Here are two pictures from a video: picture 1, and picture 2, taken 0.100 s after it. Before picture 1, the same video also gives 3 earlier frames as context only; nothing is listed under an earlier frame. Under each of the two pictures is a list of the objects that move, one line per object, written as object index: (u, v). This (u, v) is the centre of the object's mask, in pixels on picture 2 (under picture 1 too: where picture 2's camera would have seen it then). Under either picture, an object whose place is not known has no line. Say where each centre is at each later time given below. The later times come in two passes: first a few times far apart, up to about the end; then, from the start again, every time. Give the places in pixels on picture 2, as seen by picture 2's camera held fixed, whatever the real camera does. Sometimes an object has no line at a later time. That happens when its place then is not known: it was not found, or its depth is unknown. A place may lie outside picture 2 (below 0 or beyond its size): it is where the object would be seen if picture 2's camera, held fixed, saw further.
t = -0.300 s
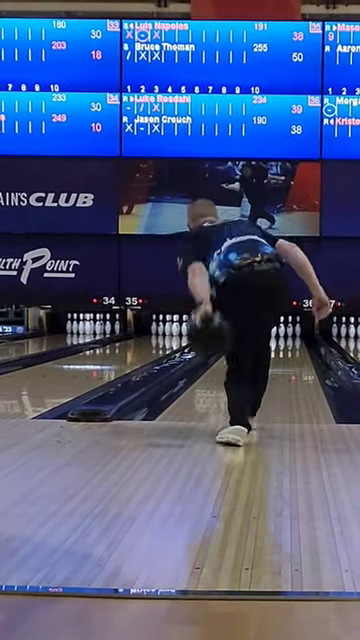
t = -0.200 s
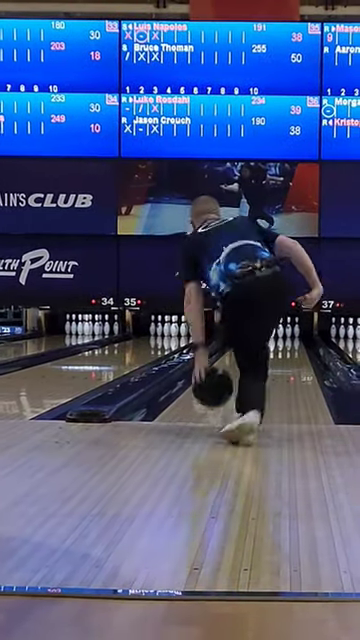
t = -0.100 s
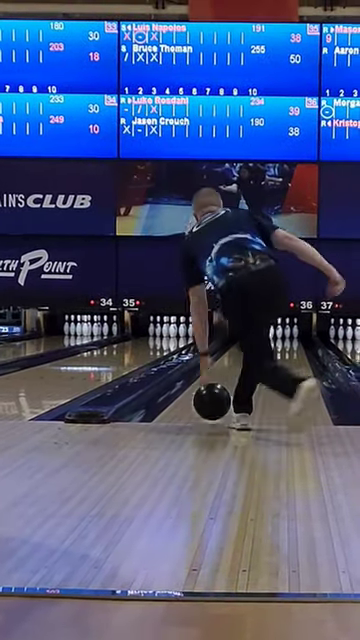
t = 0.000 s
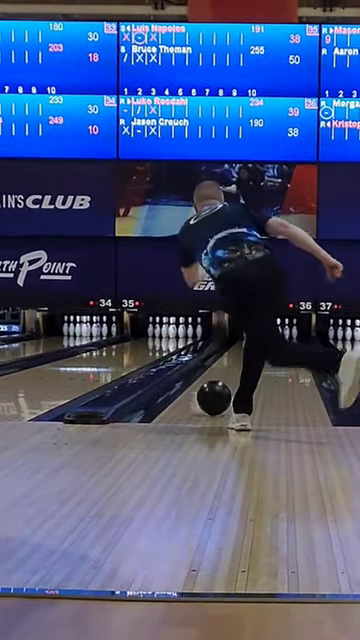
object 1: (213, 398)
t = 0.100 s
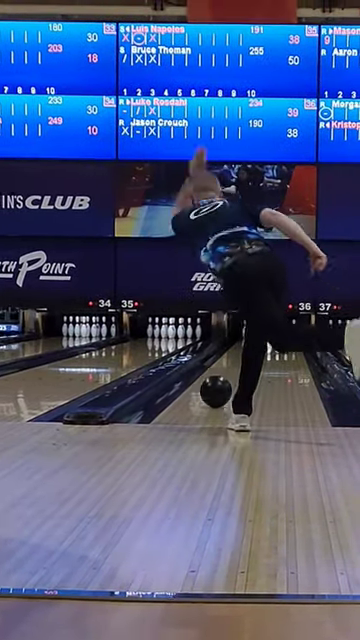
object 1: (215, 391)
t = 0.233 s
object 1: (218, 383)
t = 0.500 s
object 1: (224, 371)
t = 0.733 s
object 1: (227, 363)
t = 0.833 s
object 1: (229, 360)
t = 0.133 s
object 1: (216, 389)
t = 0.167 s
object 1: (217, 387)
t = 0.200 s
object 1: (218, 385)
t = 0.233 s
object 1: (218, 383)
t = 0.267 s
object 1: (219, 381)
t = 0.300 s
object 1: (220, 379)
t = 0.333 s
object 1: (221, 377)
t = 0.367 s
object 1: (221, 376)
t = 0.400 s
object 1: (222, 374)
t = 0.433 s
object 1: (222, 373)
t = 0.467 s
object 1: (223, 372)
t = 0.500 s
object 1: (224, 371)
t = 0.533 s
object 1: (225, 370)
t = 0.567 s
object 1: (225, 369)
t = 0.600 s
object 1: (225, 367)
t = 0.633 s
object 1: (226, 366)
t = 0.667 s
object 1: (226, 365)
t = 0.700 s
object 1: (227, 364)
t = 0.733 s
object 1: (227, 363)
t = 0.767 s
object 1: (228, 361)
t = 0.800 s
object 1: (228, 361)
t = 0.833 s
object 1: (229, 360)
